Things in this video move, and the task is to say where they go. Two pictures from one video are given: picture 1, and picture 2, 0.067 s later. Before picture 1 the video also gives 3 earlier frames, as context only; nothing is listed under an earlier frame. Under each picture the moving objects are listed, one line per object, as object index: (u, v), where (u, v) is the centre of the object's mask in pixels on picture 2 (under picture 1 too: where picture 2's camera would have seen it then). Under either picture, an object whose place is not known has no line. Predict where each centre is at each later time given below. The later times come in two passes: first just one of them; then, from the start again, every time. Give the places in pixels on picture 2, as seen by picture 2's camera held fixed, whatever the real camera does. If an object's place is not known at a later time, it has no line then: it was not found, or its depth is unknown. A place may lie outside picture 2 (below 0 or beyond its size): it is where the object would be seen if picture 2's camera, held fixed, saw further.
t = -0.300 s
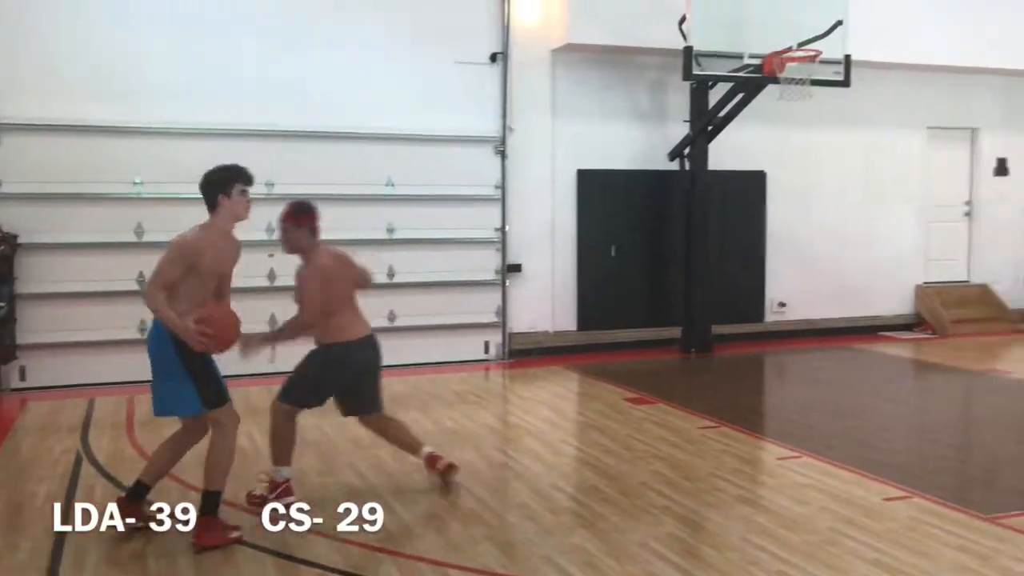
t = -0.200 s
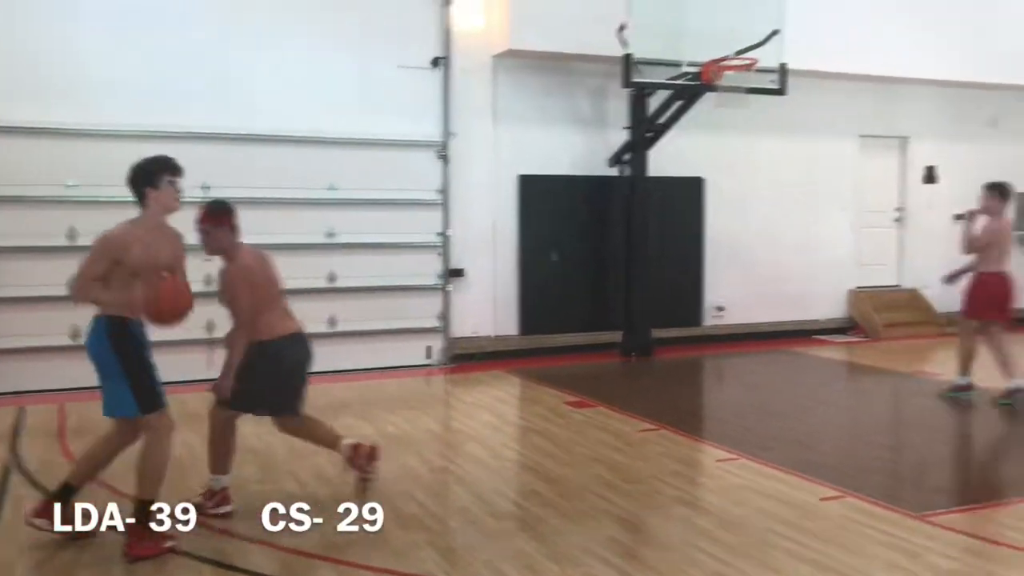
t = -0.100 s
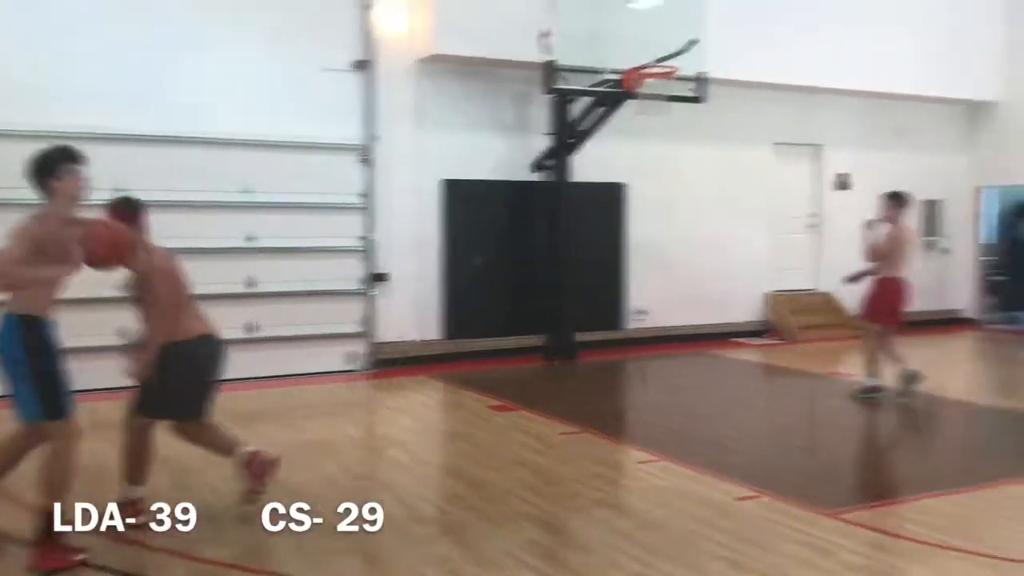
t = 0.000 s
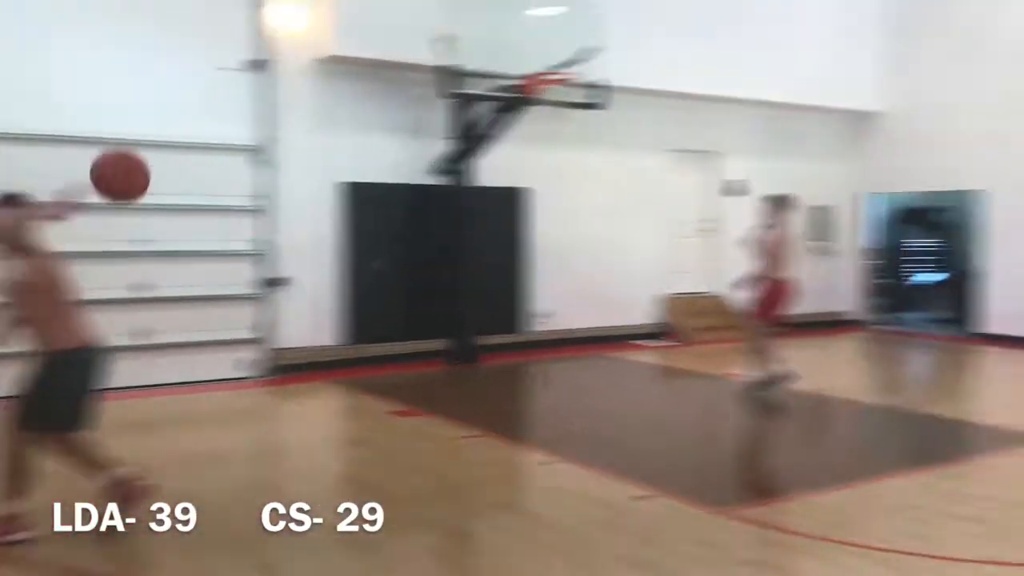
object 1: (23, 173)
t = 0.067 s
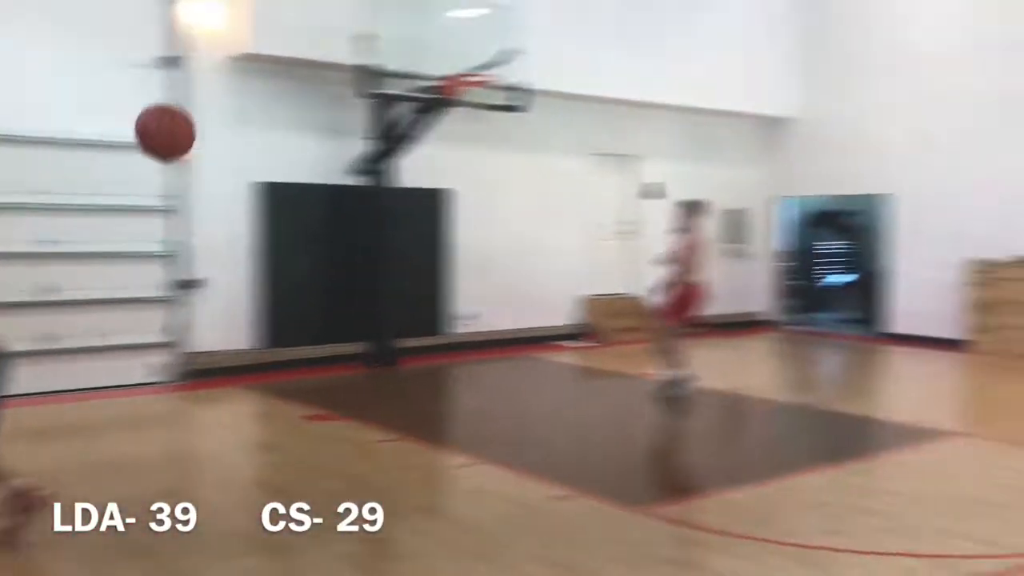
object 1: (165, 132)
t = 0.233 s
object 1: (495, 74)
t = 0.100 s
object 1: (234, 114)
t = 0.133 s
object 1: (301, 100)
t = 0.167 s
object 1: (367, 90)
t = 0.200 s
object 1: (432, 80)
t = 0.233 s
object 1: (495, 74)
